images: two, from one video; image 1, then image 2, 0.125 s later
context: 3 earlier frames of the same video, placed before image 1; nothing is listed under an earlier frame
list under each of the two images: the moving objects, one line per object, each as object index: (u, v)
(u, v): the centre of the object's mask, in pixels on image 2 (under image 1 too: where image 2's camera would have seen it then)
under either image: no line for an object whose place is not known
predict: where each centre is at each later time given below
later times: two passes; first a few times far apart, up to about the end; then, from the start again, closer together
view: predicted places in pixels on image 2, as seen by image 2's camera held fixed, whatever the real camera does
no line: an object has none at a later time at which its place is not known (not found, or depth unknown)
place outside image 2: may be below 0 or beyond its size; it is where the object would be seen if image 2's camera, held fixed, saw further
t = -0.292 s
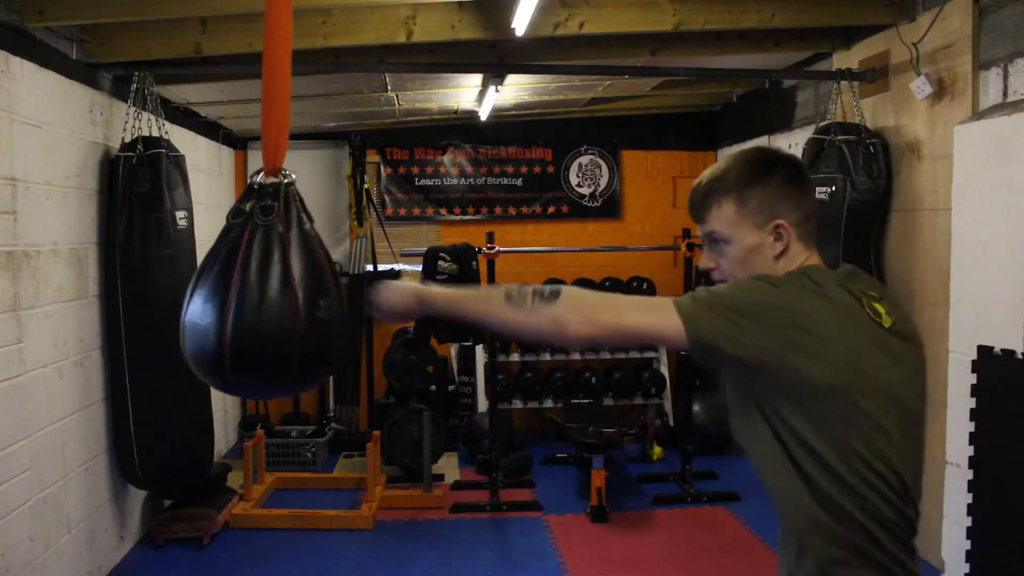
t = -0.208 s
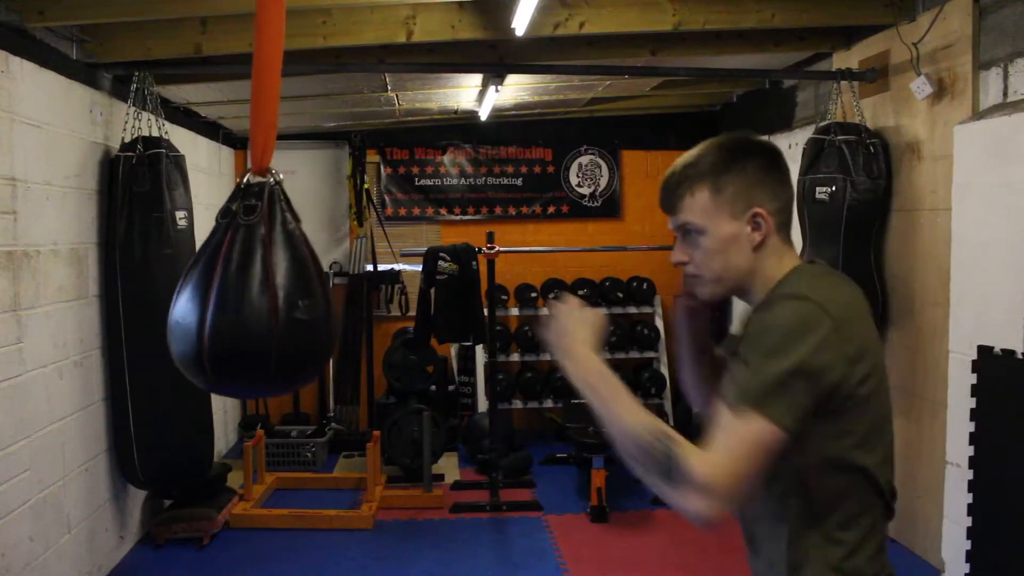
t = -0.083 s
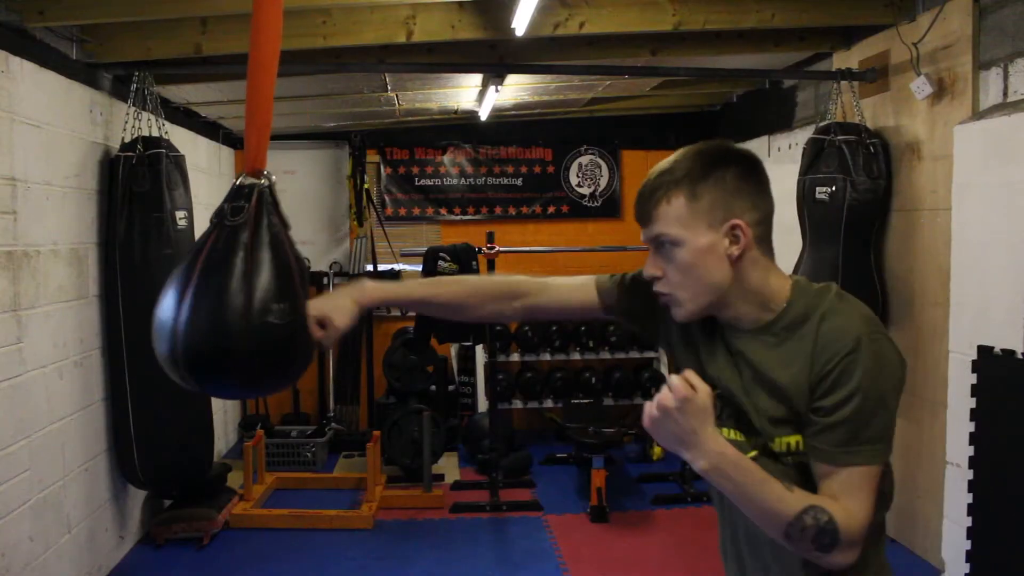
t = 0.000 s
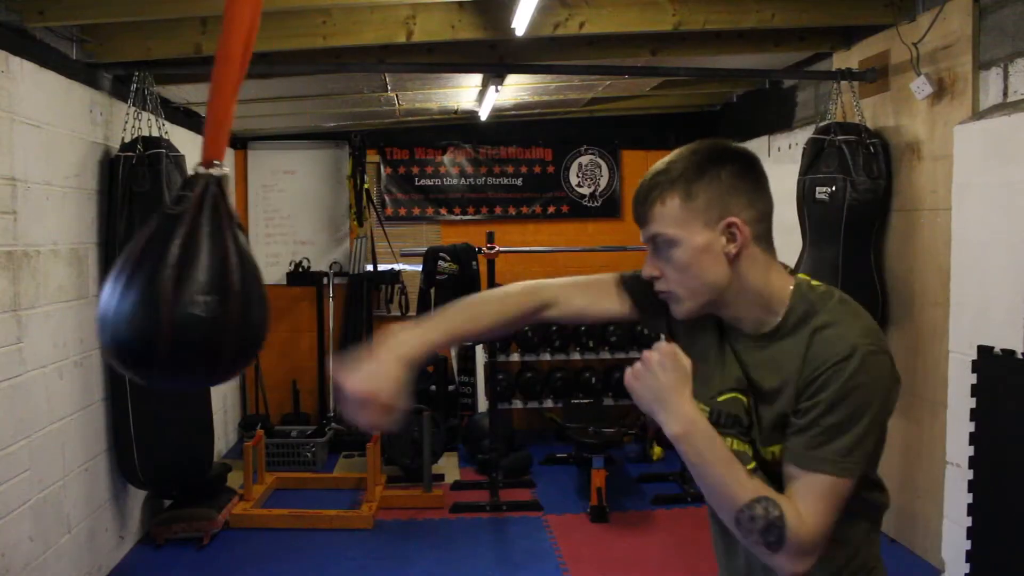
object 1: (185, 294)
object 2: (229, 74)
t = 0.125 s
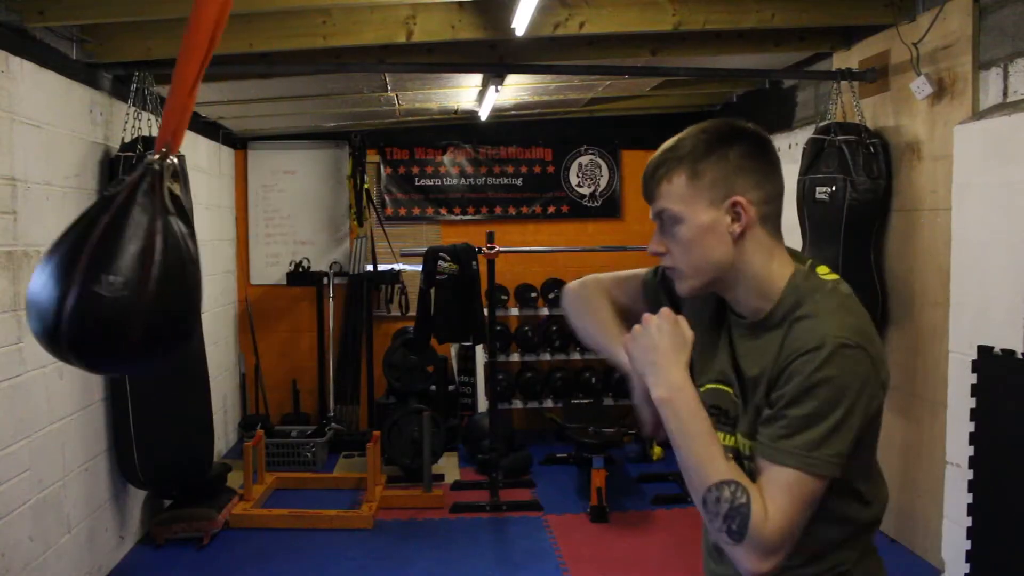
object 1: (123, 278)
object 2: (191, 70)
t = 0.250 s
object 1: (88, 266)
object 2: (170, 65)
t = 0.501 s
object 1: (124, 275)
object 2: (191, 69)
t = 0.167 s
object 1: (107, 275)
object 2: (186, 68)
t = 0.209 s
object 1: (92, 270)
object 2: (176, 69)
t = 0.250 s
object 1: (88, 266)
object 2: (170, 65)
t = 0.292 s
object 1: (84, 263)
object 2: (163, 63)
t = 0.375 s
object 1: (89, 263)
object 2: (169, 64)
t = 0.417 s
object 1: (97, 268)
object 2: (177, 65)
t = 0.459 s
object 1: (110, 272)
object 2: (185, 65)
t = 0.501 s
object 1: (124, 275)
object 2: (191, 69)
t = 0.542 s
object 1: (143, 278)
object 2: (198, 74)
